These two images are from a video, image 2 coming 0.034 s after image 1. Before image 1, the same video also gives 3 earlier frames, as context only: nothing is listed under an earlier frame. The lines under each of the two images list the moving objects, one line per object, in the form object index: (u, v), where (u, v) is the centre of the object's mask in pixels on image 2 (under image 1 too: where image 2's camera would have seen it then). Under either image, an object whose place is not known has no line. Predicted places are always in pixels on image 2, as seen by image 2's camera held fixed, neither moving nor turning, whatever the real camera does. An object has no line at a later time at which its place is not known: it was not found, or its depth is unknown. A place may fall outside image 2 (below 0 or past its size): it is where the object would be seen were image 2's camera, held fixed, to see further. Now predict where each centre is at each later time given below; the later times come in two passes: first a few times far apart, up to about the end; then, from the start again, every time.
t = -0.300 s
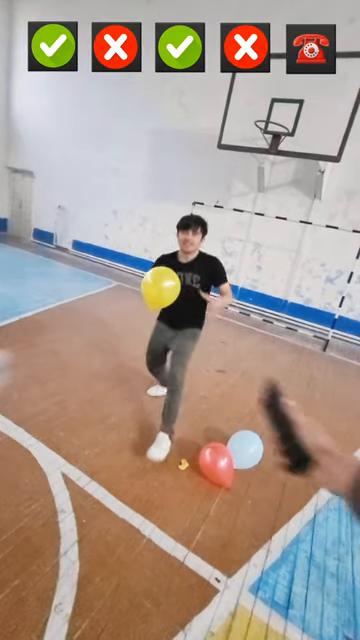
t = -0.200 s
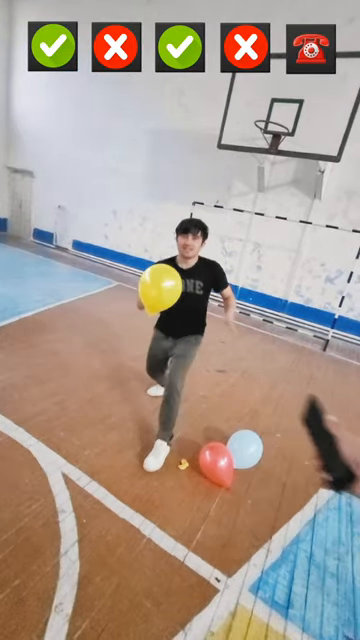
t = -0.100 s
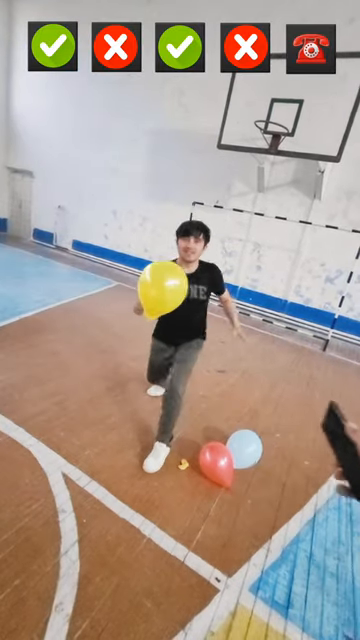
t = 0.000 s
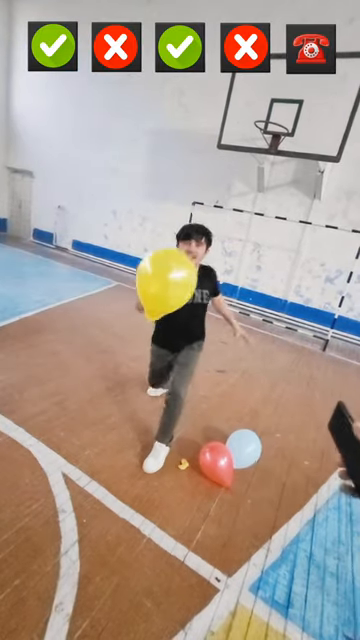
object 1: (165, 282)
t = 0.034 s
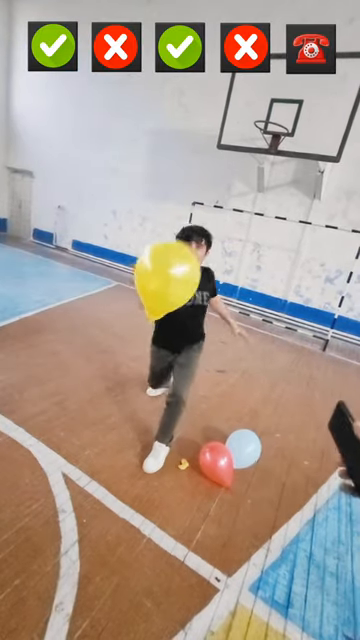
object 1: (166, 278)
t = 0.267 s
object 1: (162, 233)
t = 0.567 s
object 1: (125, 259)
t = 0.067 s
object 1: (167, 272)
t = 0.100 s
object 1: (168, 267)
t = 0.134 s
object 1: (168, 261)
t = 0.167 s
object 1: (168, 253)
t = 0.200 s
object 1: (166, 248)
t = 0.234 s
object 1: (165, 240)
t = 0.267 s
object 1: (162, 233)
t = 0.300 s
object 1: (158, 229)
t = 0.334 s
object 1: (154, 225)
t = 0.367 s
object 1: (150, 225)
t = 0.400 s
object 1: (146, 226)
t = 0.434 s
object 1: (141, 229)
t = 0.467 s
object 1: (137, 234)
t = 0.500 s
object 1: (133, 241)
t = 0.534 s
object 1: (129, 250)
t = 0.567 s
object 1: (125, 259)
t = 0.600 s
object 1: (121, 271)
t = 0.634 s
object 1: (117, 284)
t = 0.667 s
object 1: (113, 296)
